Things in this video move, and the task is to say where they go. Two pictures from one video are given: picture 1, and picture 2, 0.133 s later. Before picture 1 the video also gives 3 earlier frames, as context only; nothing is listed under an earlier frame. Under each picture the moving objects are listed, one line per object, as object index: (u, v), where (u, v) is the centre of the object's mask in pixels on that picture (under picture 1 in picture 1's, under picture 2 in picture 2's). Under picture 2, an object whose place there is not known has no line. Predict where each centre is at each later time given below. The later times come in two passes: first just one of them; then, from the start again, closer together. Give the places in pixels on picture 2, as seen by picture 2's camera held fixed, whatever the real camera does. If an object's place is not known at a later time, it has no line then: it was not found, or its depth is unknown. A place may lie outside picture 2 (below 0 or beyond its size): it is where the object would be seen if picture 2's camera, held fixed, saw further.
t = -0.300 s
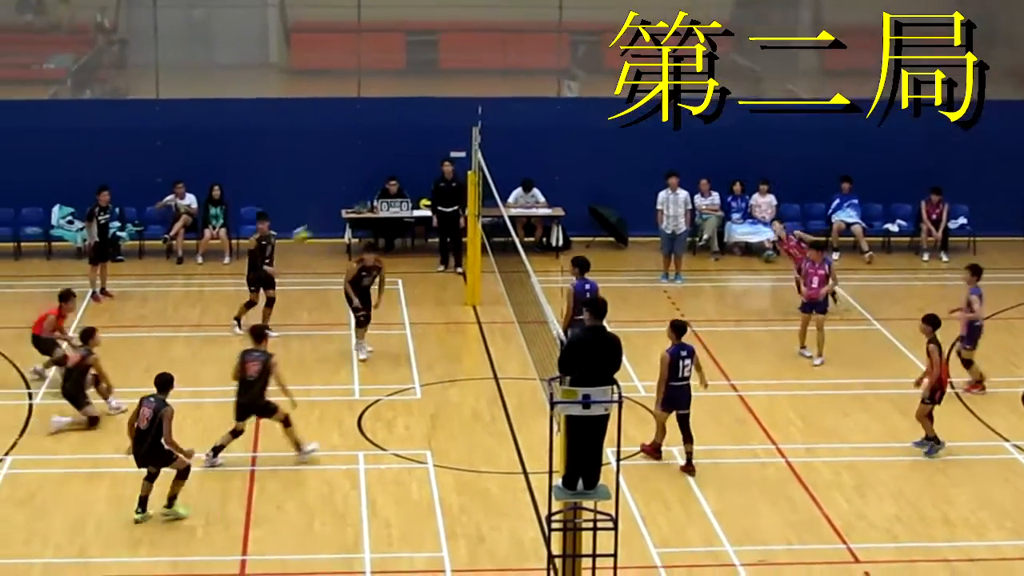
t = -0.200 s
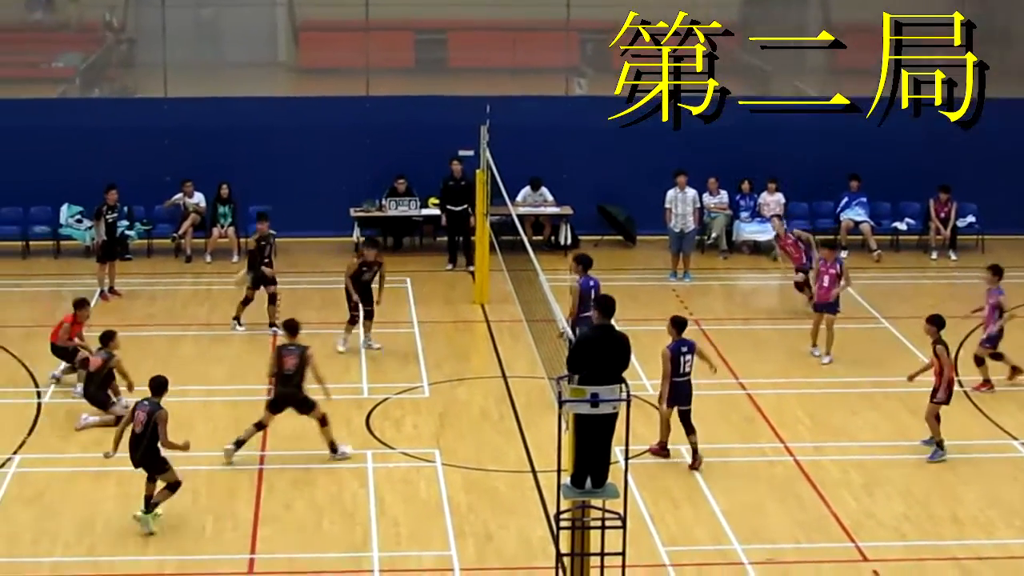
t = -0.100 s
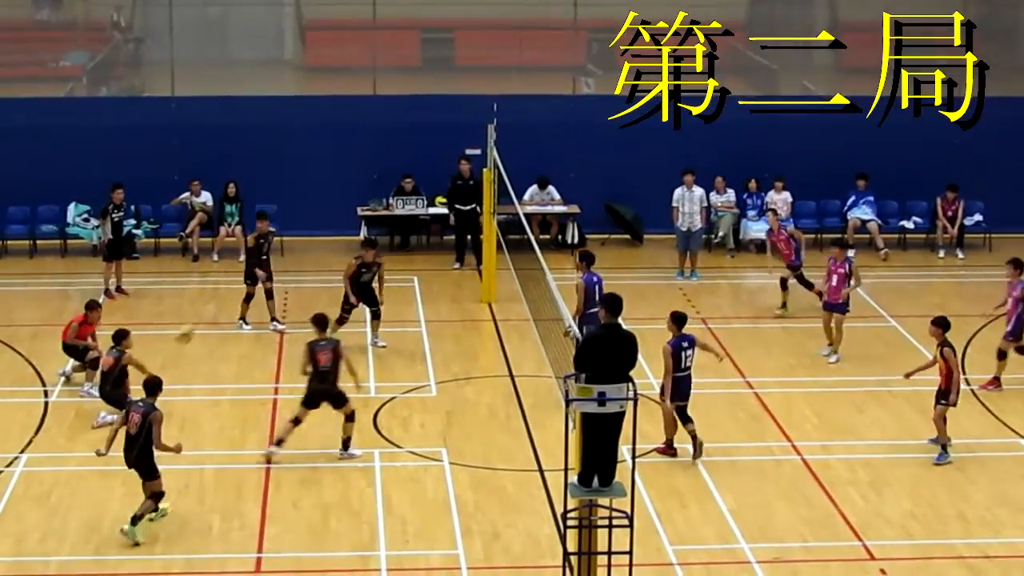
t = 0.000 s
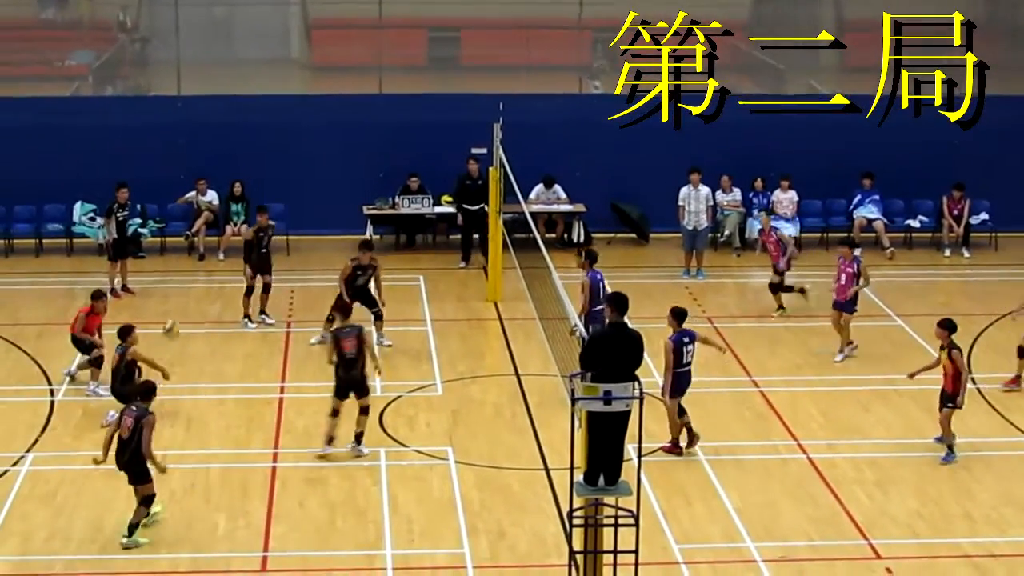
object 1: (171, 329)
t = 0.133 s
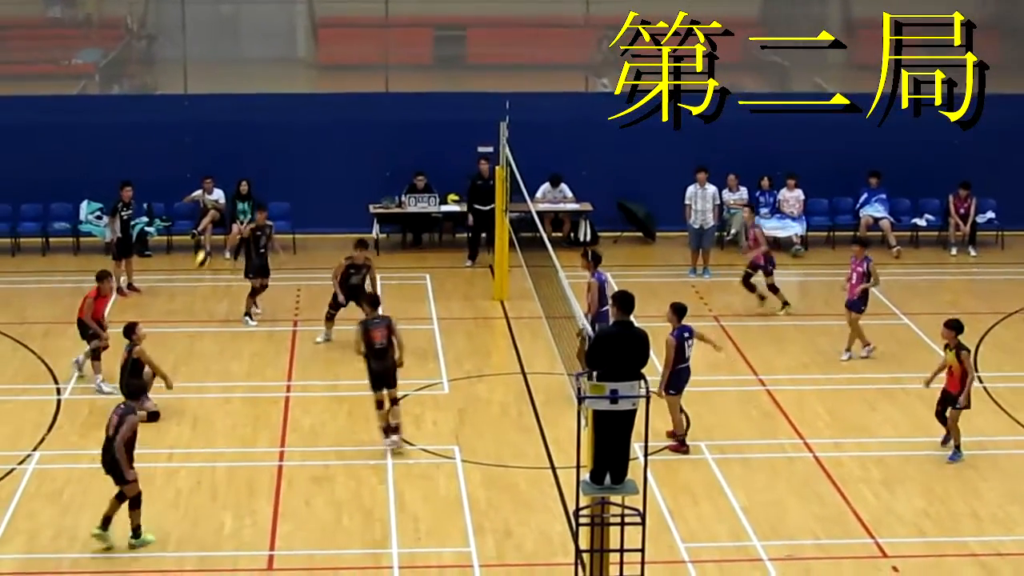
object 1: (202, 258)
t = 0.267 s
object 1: (229, 206)
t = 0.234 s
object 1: (221, 217)
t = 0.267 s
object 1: (229, 206)
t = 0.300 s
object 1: (234, 193)
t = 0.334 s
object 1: (240, 183)
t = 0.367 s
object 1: (246, 173)
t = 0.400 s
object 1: (252, 165)
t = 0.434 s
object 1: (259, 157)
